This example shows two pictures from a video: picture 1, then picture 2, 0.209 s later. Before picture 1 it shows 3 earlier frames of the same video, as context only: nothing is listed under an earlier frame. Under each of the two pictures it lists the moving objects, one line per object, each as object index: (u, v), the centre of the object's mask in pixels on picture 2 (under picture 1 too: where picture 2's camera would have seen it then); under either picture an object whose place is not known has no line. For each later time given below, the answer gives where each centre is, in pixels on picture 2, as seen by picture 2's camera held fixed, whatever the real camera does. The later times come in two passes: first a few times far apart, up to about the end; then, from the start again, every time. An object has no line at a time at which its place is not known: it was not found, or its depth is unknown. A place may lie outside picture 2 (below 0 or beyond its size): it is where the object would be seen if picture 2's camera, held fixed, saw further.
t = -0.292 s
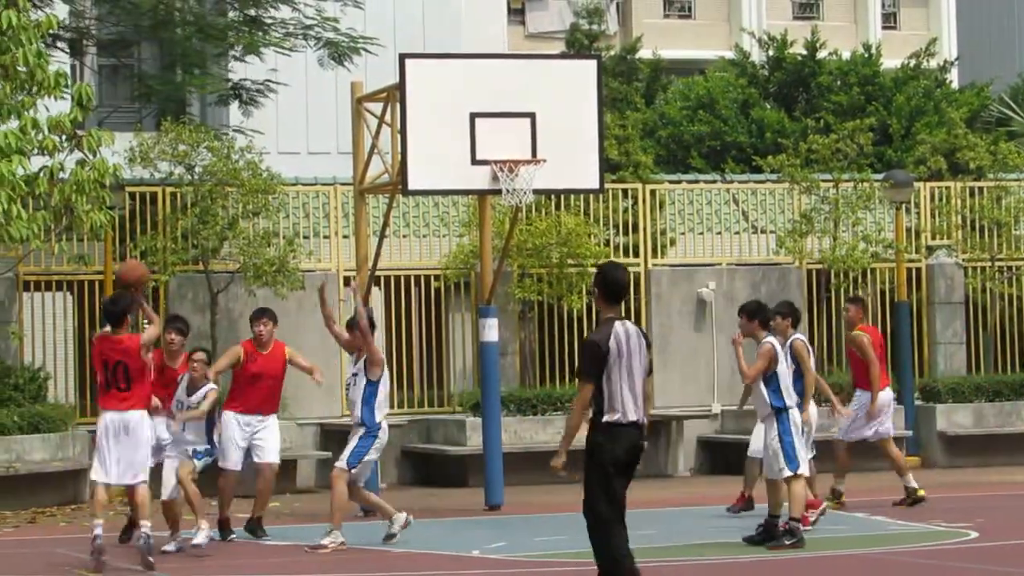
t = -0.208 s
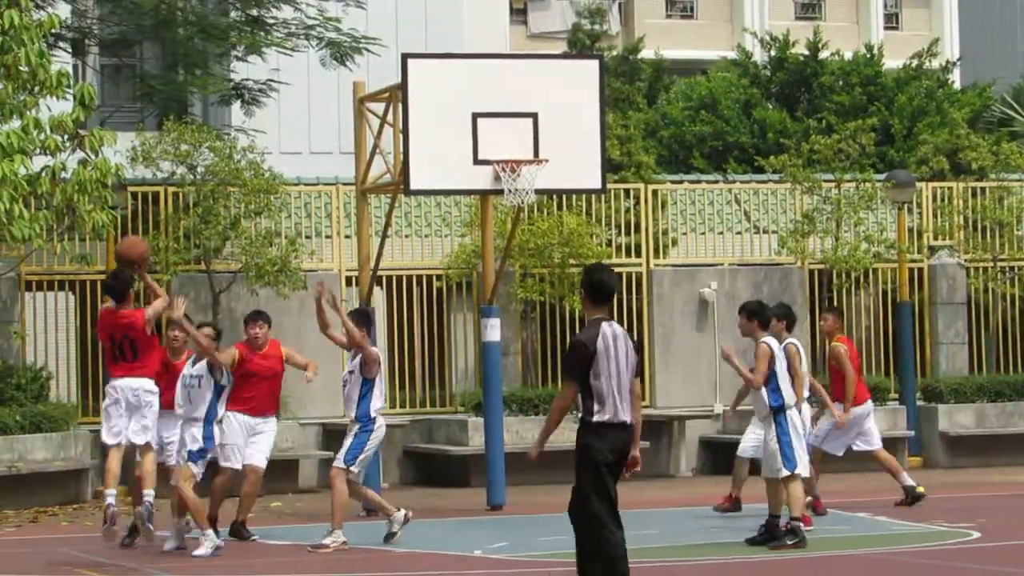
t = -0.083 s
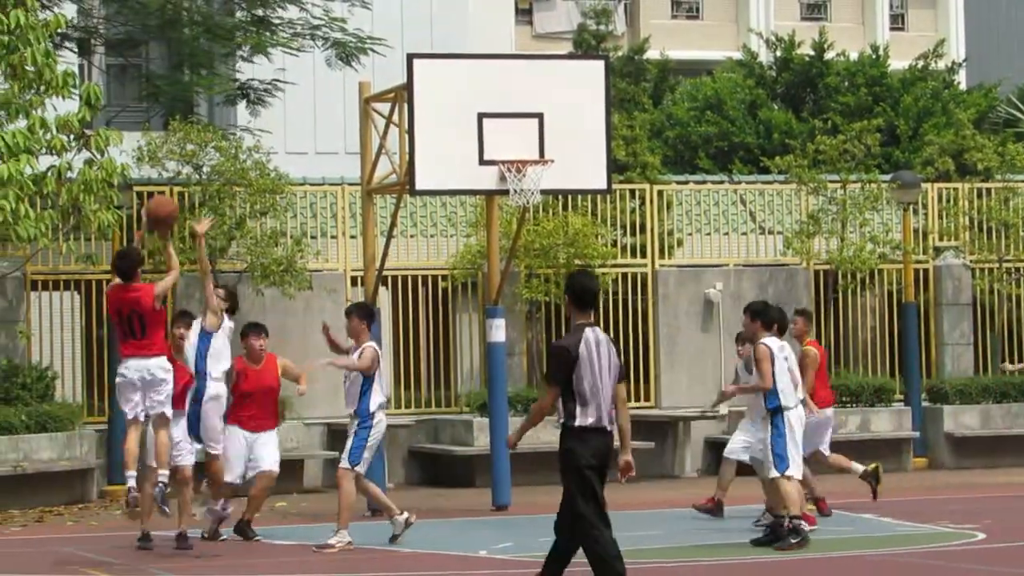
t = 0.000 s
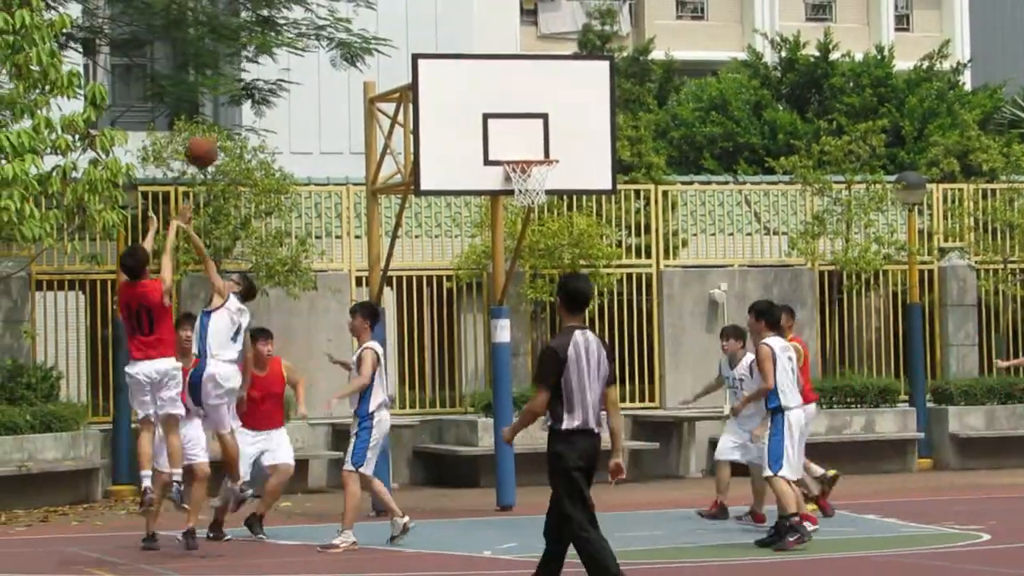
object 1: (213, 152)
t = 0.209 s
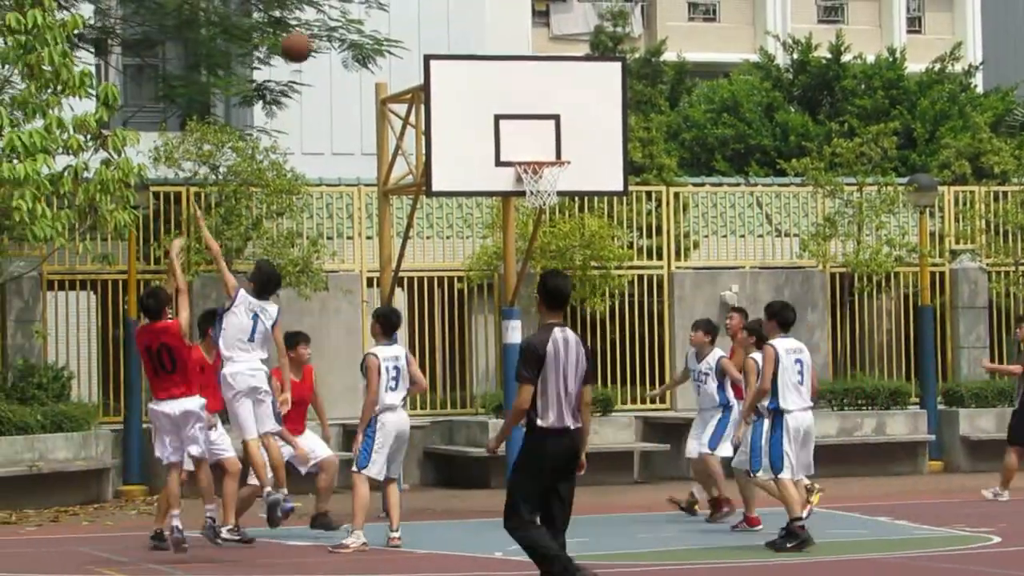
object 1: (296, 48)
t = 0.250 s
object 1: (313, 34)
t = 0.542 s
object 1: (418, 8)
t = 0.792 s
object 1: (501, 66)
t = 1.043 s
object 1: (568, 129)
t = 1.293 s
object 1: (614, 97)
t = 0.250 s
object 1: (313, 34)
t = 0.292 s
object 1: (328, 23)
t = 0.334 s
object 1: (344, 14)
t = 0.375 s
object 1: (358, 10)
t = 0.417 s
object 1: (374, 8)
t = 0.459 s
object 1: (389, 7)
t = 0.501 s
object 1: (403, 7)
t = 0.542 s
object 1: (418, 8)
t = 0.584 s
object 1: (432, 12)
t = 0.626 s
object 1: (446, 19)
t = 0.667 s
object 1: (460, 27)
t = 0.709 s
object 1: (474, 38)
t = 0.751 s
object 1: (487, 51)
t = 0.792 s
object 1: (501, 66)
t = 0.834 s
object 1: (514, 82)
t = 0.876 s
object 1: (527, 100)
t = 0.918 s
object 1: (540, 120)
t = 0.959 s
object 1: (552, 142)
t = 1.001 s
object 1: (561, 141)
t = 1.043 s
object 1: (568, 129)
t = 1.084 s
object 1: (576, 119)
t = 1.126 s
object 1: (583, 110)
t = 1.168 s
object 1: (591, 104)
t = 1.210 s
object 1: (598, 100)
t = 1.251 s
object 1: (606, 97)
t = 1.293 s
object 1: (614, 97)
